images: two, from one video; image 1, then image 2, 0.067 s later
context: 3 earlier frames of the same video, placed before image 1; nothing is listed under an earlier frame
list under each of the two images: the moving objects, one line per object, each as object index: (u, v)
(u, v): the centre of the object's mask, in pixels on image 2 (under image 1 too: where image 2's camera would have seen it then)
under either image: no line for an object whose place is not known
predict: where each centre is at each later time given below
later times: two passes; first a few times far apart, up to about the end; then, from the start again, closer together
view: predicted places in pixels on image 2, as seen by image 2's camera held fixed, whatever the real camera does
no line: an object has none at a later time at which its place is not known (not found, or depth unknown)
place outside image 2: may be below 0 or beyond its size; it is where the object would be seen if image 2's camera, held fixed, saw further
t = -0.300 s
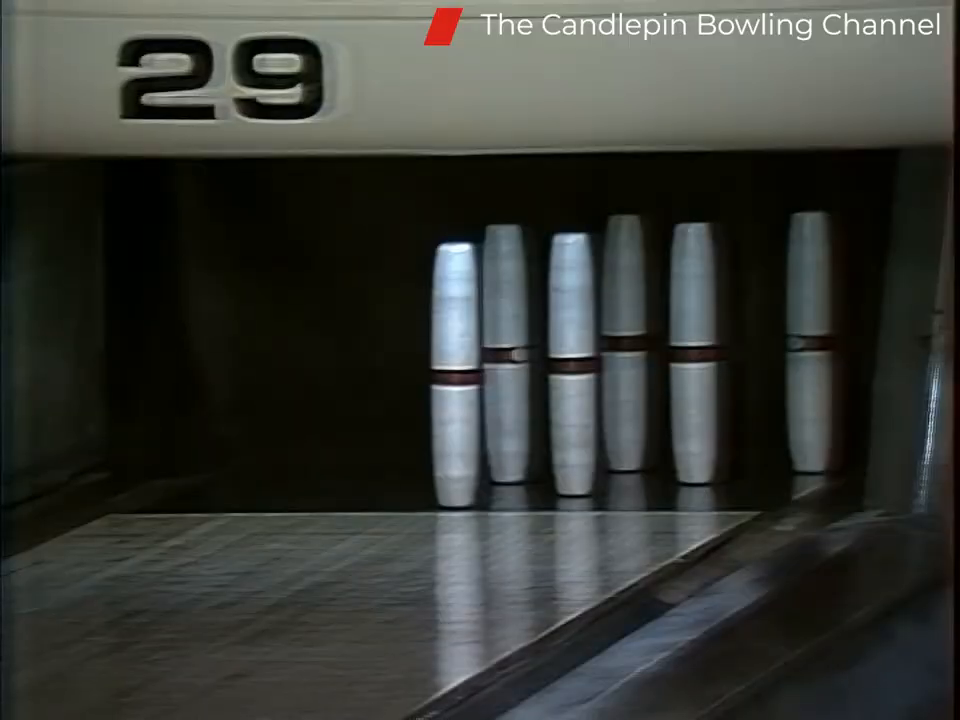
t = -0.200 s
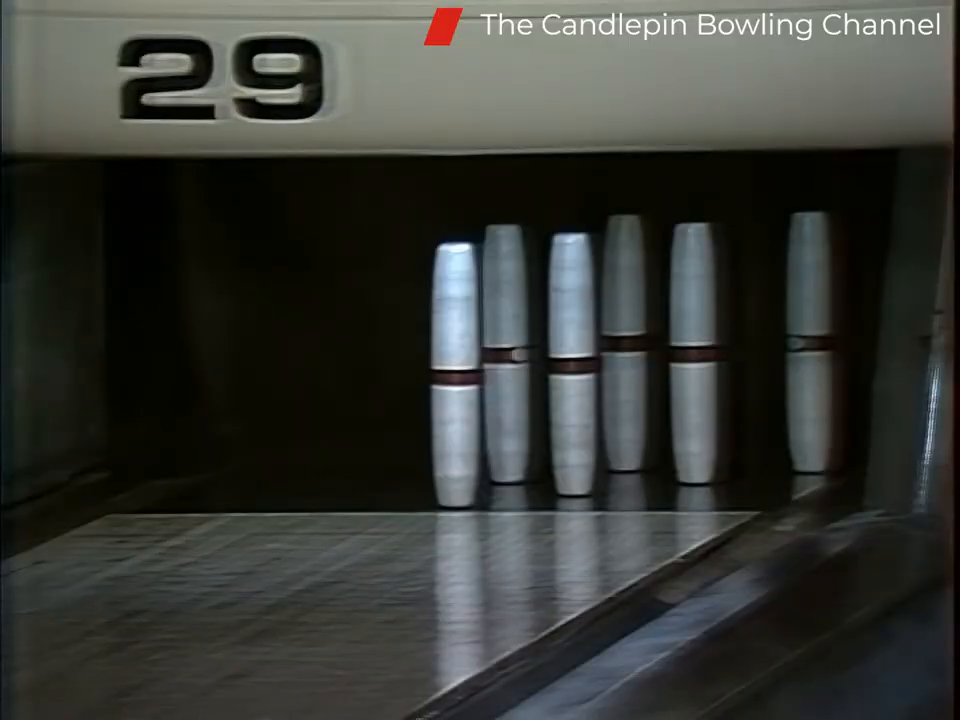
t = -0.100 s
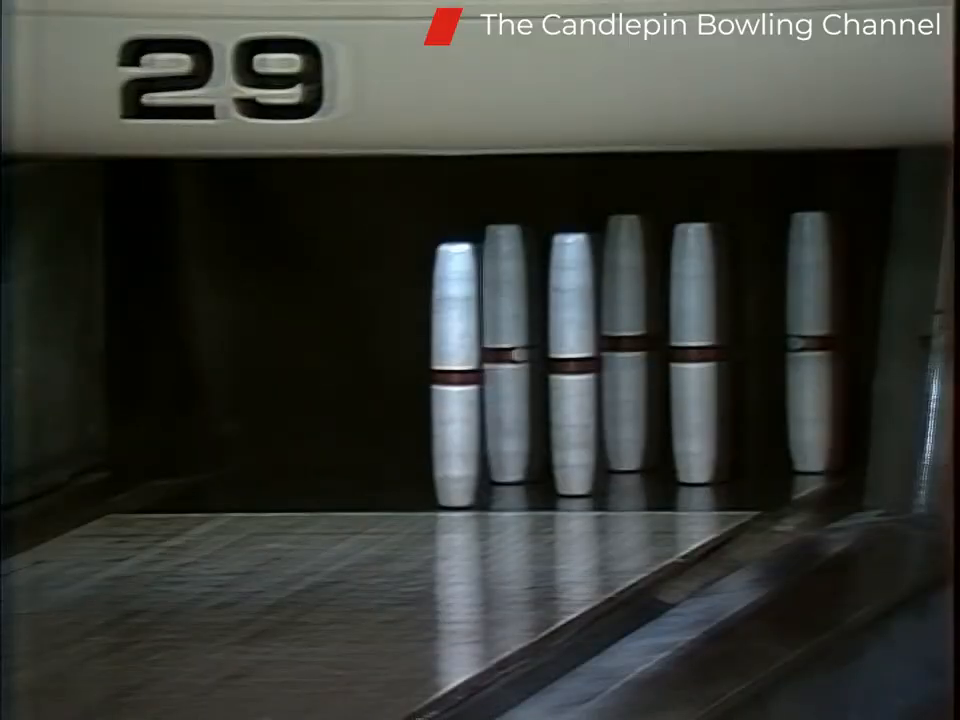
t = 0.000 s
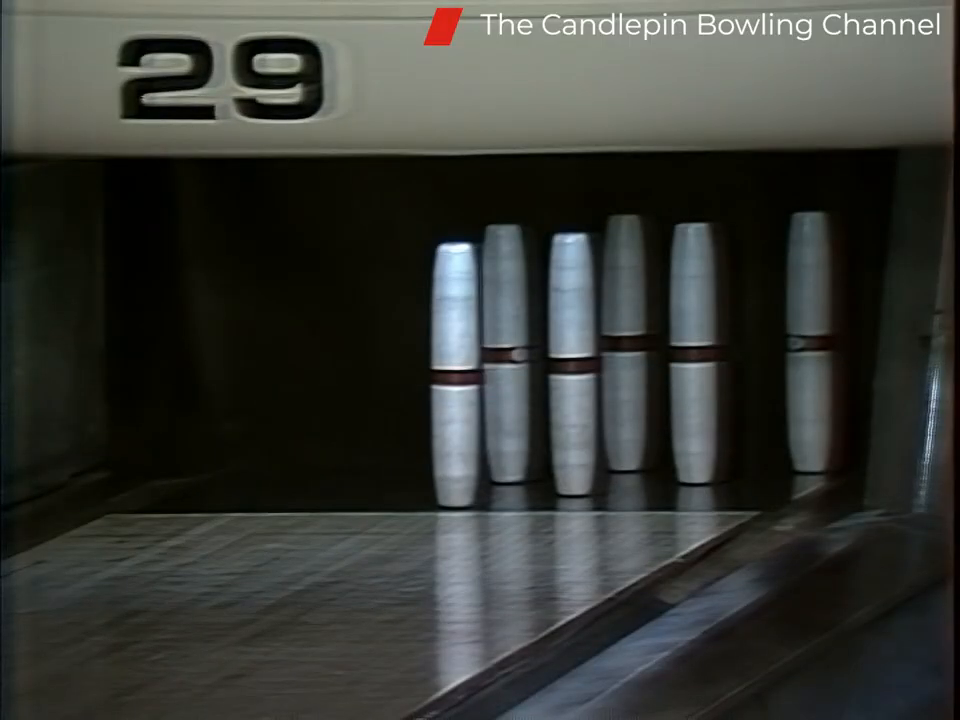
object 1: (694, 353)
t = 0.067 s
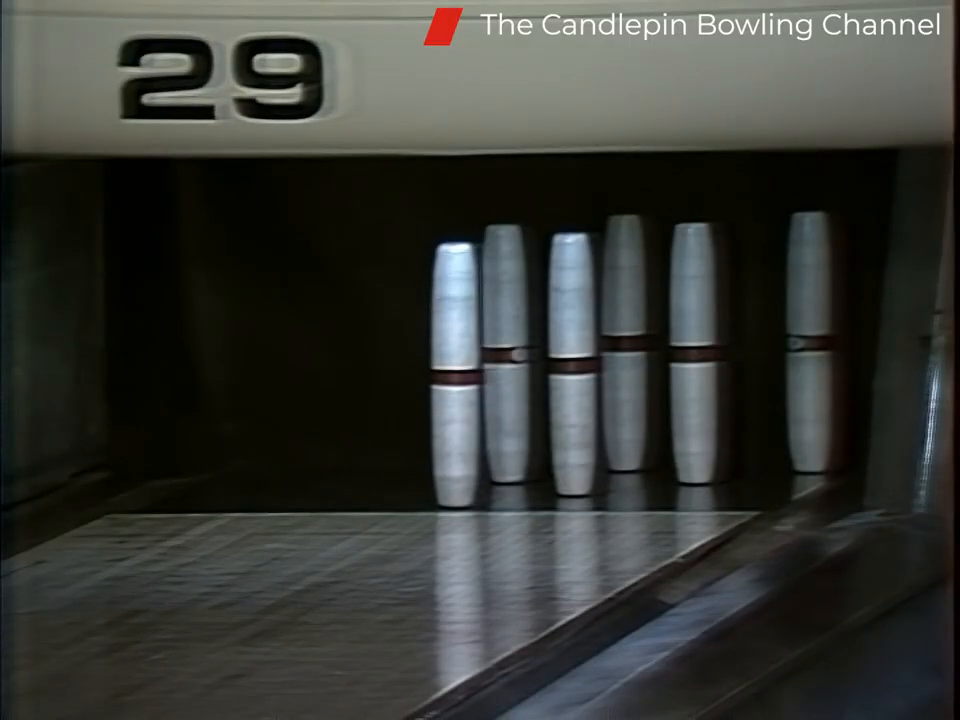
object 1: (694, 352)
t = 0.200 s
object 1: (694, 353)
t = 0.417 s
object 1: (694, 353)
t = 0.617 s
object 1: (758, 354)
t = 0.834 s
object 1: (854, 374)
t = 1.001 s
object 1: (859, 314)
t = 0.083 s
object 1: (694, 353)
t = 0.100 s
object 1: (694, 353)
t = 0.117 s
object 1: (694, 353)
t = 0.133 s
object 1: (694, 352)
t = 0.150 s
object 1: (694, 352)
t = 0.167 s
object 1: (694, 353)
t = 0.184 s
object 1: (694, 353)
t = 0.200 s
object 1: (694, 353)
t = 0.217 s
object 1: (694, 352)
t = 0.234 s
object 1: (694, 352)
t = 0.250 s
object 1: (694, 352)
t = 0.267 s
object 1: (694, 353)
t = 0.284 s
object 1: (694, 353)
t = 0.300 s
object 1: (694, 353)
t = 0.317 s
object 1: (694, 353)
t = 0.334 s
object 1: (694, 353)
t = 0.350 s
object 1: (694, 353)
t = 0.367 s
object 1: (694, 353)
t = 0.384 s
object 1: (694, 353)
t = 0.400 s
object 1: (694, 353)
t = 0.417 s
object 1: (694, 353)
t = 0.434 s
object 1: (694, 353)
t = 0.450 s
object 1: (694, 353)
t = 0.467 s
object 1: (694, 353)
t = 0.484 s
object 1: (696, 354)
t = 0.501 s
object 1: (698, 355)
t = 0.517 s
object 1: (707, 357)
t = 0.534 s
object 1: (715, 358)
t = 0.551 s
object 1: (727, 364)
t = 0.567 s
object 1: (735, 358)
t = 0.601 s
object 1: (751, 357)
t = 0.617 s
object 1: (758, 354)
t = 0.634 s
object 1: (766, 353)
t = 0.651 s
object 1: (772, 353)
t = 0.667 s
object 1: (781, 354)
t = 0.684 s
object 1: (793, 357)
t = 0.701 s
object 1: (803, 350)
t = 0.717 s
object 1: (808, 348)
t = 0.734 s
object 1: (813, 348)
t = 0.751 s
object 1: (828, 353)
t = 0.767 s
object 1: (834, 355)
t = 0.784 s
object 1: (841, 355)
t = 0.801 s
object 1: (847, 358)
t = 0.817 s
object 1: (851, 364)
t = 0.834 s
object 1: (854, 374)
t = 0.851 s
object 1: (854, 389)
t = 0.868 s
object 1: (854, 409)
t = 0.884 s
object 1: (857, 409)
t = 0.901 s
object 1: (864, 397)
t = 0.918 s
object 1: (865, 385)
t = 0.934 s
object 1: (869, 355)
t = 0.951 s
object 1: (868, 342)
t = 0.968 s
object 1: (867, 328)
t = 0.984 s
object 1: (863, 319)
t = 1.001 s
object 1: (859, 314)
